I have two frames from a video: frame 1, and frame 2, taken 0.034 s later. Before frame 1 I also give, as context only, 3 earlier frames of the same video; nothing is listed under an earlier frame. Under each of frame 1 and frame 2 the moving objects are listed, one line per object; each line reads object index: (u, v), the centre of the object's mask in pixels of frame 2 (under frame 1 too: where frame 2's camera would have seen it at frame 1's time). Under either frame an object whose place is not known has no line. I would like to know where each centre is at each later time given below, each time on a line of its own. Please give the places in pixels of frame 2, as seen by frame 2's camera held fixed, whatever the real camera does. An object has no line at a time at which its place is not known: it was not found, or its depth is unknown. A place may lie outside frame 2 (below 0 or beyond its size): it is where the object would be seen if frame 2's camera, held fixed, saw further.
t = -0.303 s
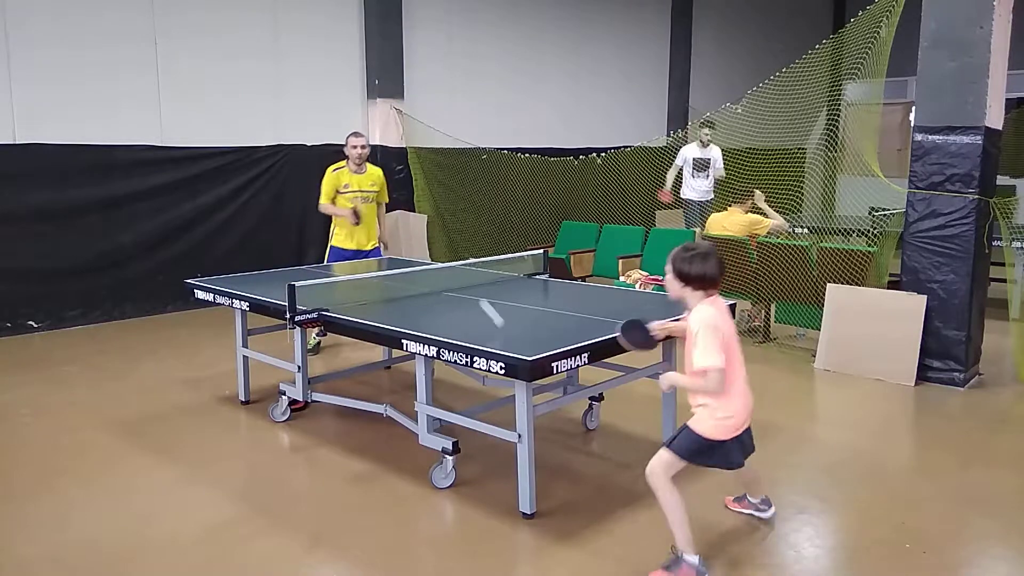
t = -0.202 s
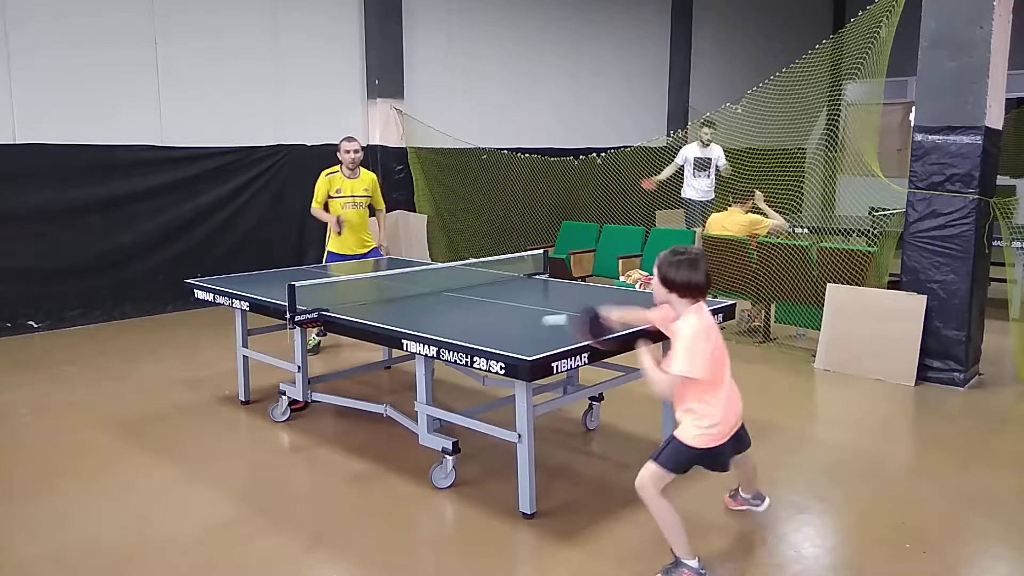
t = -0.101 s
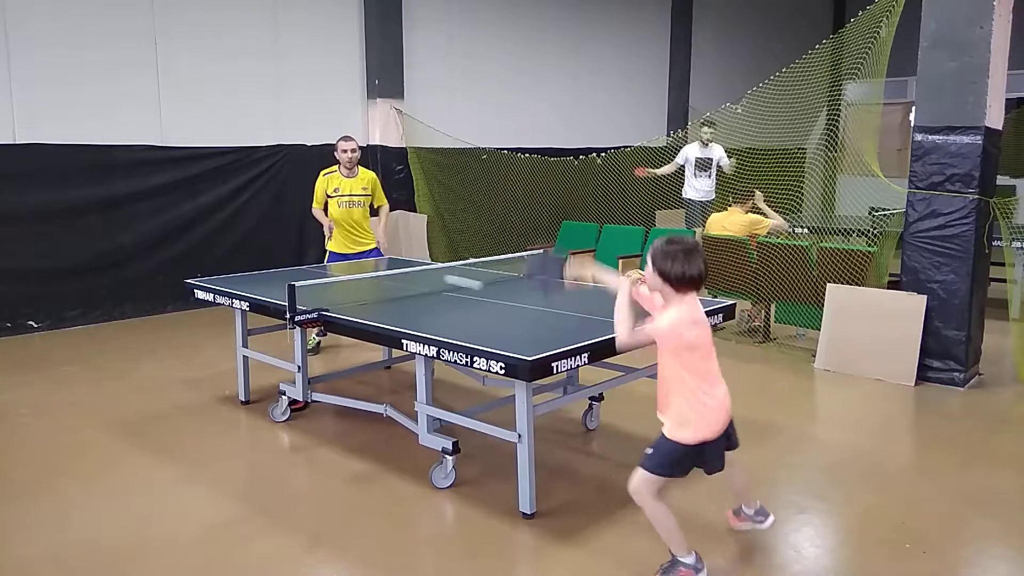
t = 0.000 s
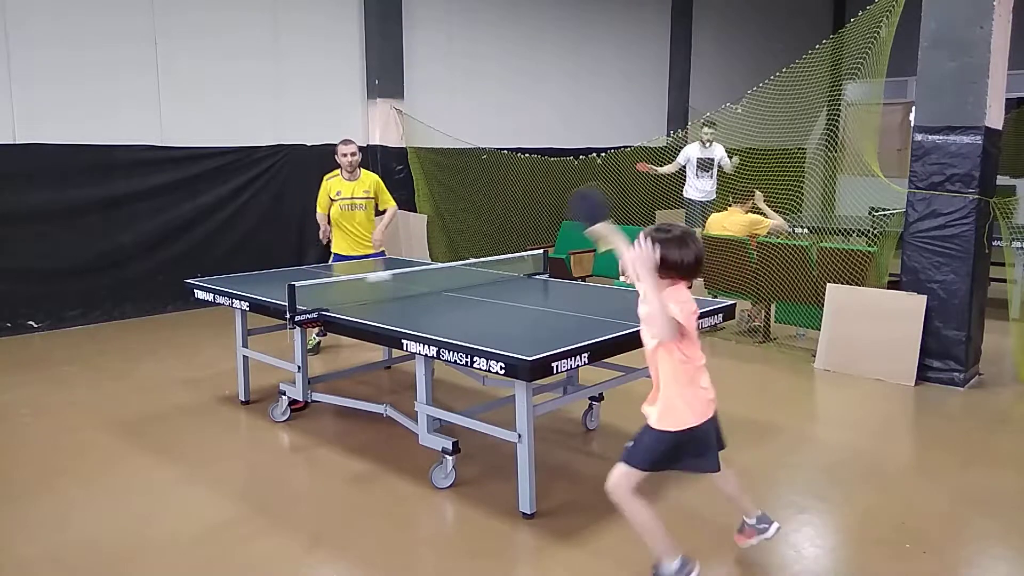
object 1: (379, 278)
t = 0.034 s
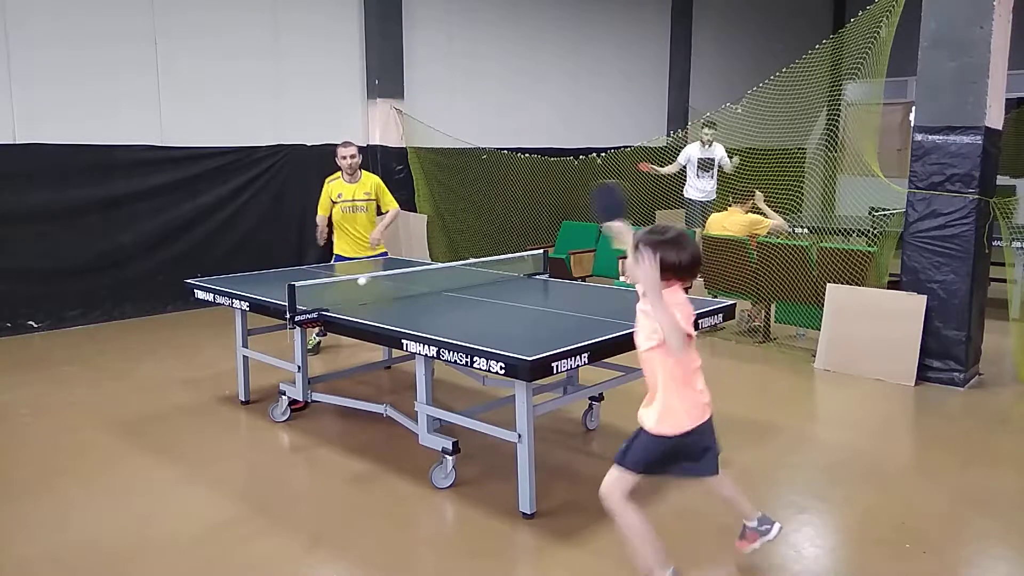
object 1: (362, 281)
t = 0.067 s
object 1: (364, 282)
